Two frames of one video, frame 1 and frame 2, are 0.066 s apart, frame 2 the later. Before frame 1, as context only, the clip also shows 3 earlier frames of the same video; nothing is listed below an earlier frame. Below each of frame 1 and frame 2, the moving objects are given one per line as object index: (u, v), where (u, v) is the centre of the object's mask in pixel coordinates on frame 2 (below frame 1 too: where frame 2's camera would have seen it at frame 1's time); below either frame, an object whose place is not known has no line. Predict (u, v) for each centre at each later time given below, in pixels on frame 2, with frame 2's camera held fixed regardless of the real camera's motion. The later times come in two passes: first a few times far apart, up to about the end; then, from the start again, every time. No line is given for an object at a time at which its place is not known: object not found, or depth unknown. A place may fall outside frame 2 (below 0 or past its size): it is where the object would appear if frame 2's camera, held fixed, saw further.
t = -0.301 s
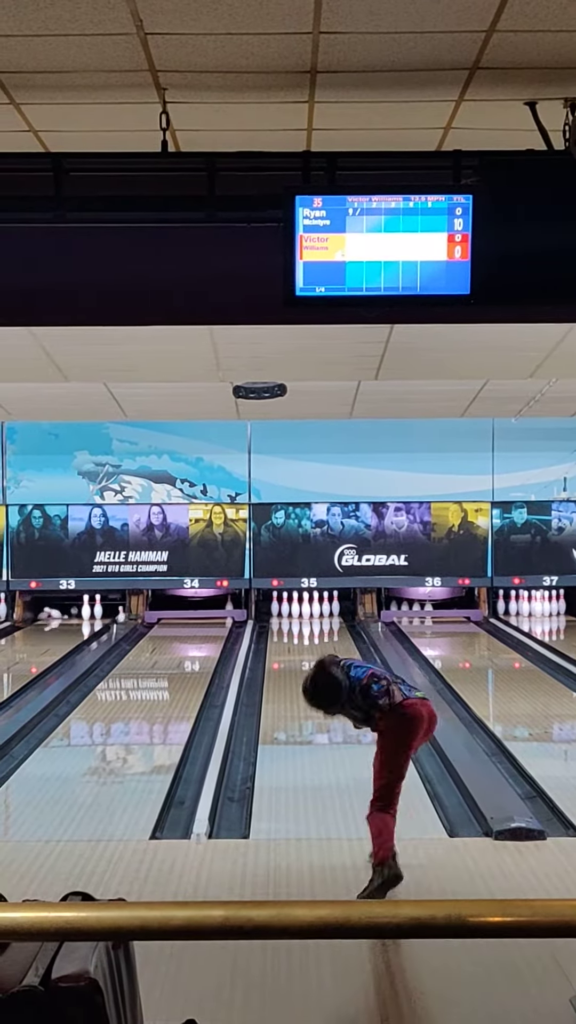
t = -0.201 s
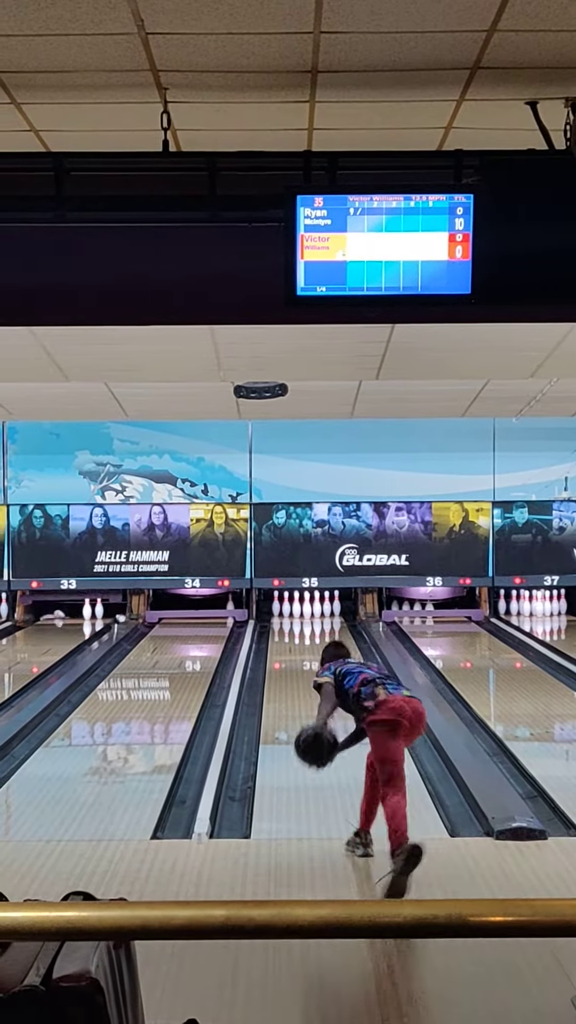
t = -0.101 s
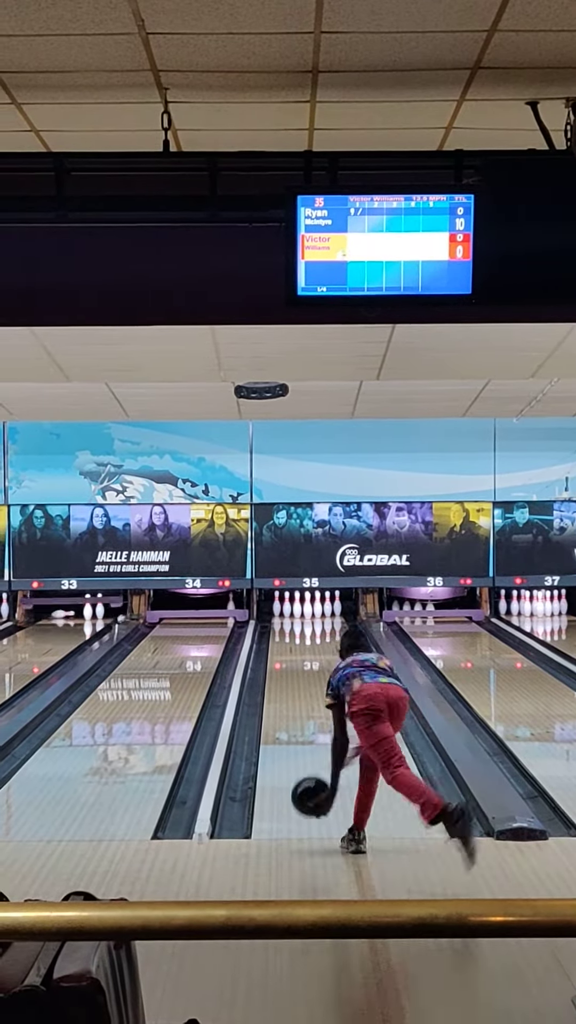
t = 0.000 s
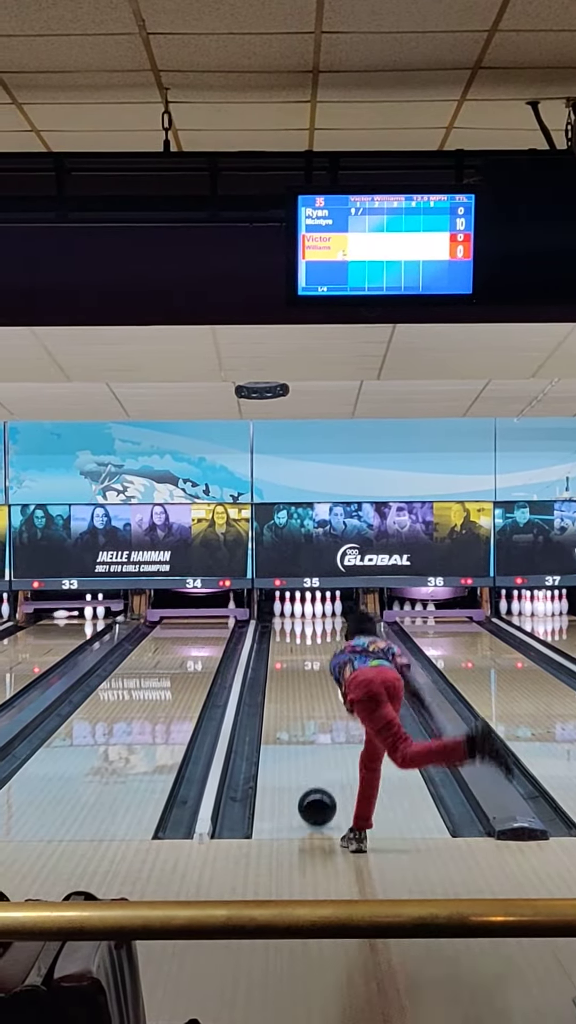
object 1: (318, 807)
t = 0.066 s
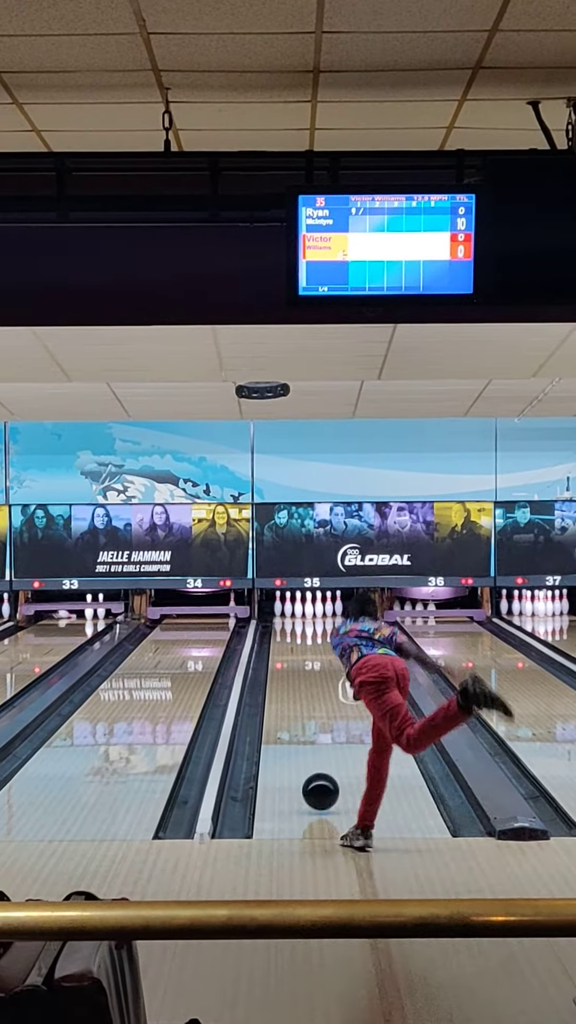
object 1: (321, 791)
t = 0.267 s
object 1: (328, 759)
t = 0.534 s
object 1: (335, 722)
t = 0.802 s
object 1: (340, 696)
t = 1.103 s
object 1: (343, 672)
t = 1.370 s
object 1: (345, 655)
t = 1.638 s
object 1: (345, 641)
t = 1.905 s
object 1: (341, 630)
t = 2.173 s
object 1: (330, 621)
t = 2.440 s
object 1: (315, 614)
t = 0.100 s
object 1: (322, 787)
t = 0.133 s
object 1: (323, 783)
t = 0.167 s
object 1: (325, 776)
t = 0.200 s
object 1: (326, 770)
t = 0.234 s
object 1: (327, 764)
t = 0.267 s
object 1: (328, 759)
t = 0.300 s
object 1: (329, 754)
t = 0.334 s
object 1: (330, 749)
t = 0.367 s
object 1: (331, 744)
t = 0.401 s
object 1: (332, 739)
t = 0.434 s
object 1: (333, 735)
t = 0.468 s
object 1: (334, 730)
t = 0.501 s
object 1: (334, 726)
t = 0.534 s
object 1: (335, 722)
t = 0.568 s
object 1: (336, 718)
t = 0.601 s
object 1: (337, 715)
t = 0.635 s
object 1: (337, 712)
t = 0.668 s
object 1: (338, 708)
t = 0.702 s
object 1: (338, 705)
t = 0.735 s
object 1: (339, 702)
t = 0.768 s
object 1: (339, 698)
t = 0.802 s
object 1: (340, 696)
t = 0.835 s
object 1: (340, 692)
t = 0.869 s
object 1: (341, 690)
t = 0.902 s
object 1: (341, 687)
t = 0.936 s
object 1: (342, 684)
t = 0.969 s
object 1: (342, 682)
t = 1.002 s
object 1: (342, 679)
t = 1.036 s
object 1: (343, 677)
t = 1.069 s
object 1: (343, 674)
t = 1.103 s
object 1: (343, 672)
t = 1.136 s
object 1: (344, 669)
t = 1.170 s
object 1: (344, 667)
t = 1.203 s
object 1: (344, 665)
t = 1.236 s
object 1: (344, 663)
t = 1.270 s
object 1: (345, 661)
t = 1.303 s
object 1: (345, 659)
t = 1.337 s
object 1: (345, 656)
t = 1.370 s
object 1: (345, 655)
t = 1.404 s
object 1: (345, 653)
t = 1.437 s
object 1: (345, 651)
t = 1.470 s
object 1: (345, 649)
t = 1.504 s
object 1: (345, 648)
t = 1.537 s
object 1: (345, 646)
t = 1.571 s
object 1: (345, 644)
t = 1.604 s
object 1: (345, 643)
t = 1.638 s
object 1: (345, 641)
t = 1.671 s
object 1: (345, 640)
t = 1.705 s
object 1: (344, 638)
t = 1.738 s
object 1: (344, 637)
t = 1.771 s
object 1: (344, 635)
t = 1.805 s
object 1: (343, 634)
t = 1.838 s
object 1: (343, 633)
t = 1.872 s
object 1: (342, 631)
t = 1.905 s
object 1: (341, 630)
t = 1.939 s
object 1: (341, 629)
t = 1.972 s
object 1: (339, 628)
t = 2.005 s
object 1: (338, 626)
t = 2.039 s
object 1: (337, 625)
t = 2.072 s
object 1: (336, 624)
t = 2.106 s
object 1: (334, 623)
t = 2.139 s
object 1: (332, 622)
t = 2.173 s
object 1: (330, 621)
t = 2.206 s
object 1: (329, 620)
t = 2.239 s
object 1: (327, 619)
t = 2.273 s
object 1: (325, 618)
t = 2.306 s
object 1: (323, 617)
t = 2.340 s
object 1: (321, 616)
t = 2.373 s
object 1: (319, 616)
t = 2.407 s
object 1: (317, 614)
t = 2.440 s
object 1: (315, 614)
